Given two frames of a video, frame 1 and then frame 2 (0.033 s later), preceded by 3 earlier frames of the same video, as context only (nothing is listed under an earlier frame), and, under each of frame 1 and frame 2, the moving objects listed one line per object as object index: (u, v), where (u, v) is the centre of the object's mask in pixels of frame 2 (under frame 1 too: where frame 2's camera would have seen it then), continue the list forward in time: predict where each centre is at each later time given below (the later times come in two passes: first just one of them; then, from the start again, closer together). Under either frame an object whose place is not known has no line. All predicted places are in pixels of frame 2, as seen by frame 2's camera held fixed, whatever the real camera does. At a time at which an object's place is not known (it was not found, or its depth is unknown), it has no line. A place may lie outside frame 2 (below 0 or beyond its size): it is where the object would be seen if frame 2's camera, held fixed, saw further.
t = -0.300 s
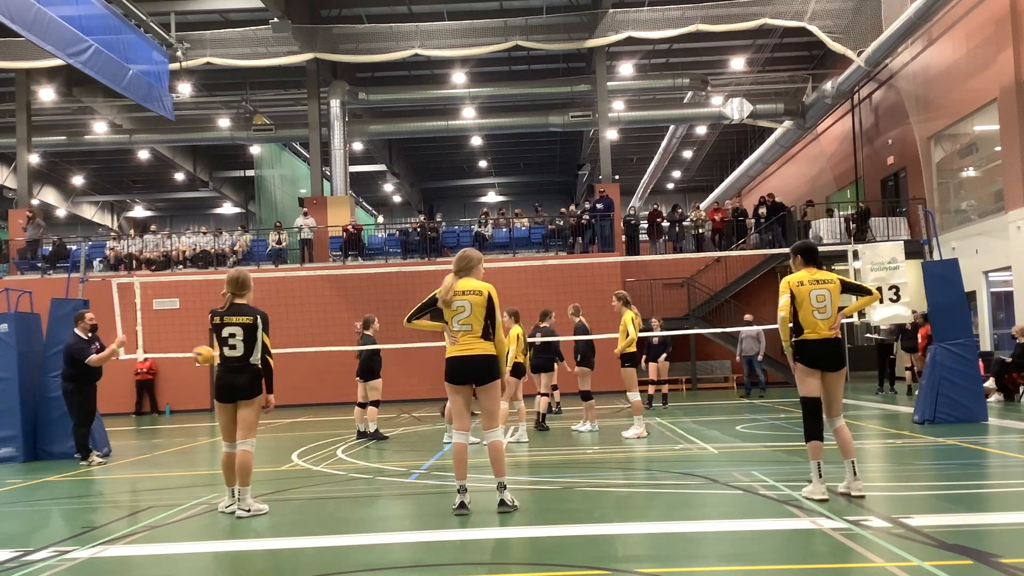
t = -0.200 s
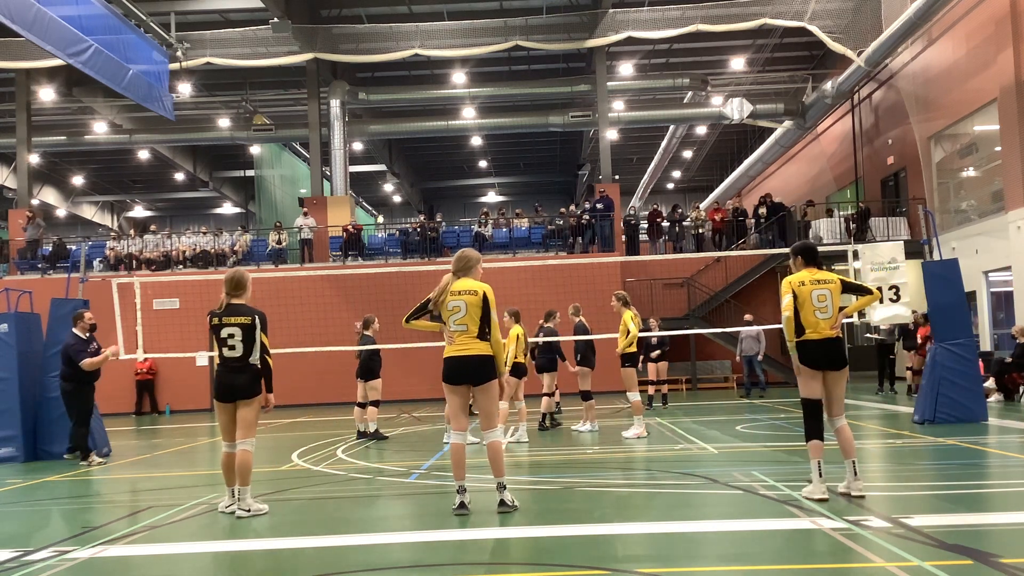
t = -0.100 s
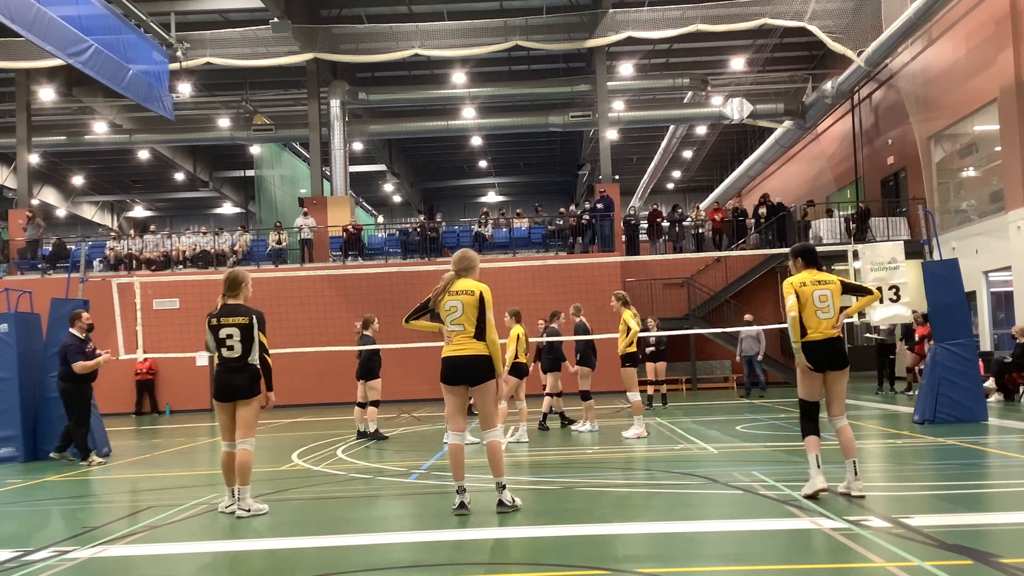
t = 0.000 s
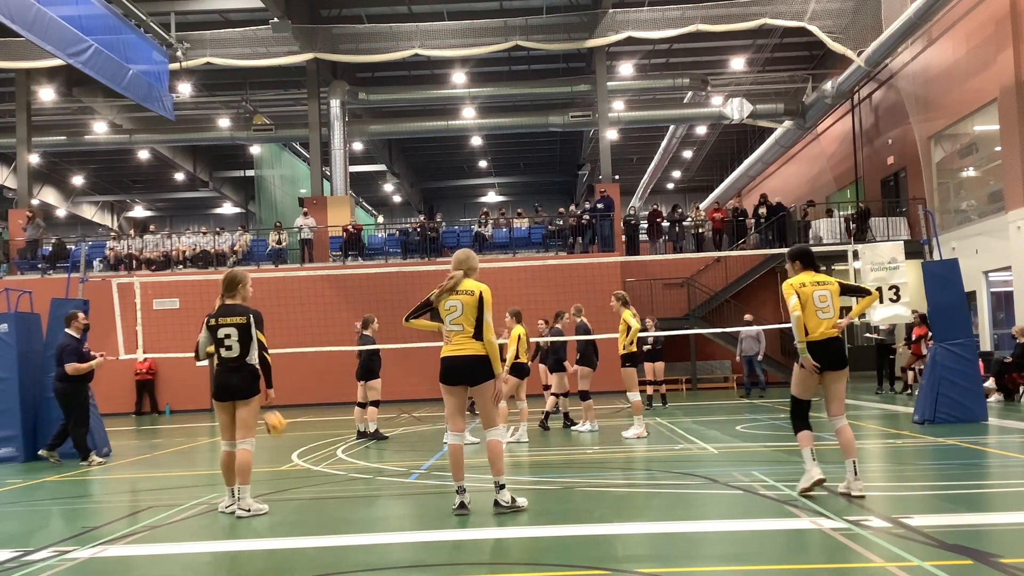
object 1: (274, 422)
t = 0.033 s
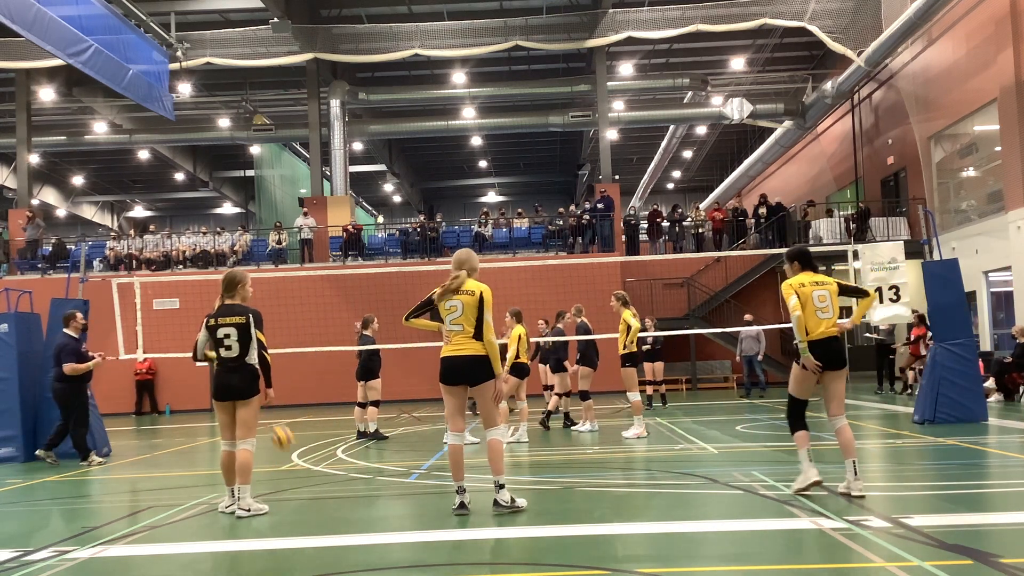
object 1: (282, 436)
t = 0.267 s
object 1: (334, 408)
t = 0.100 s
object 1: (298, 455)
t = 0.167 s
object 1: (313, 433)
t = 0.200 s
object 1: (320, 423)
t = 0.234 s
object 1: (326, 416)
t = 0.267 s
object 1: (334, 408)
